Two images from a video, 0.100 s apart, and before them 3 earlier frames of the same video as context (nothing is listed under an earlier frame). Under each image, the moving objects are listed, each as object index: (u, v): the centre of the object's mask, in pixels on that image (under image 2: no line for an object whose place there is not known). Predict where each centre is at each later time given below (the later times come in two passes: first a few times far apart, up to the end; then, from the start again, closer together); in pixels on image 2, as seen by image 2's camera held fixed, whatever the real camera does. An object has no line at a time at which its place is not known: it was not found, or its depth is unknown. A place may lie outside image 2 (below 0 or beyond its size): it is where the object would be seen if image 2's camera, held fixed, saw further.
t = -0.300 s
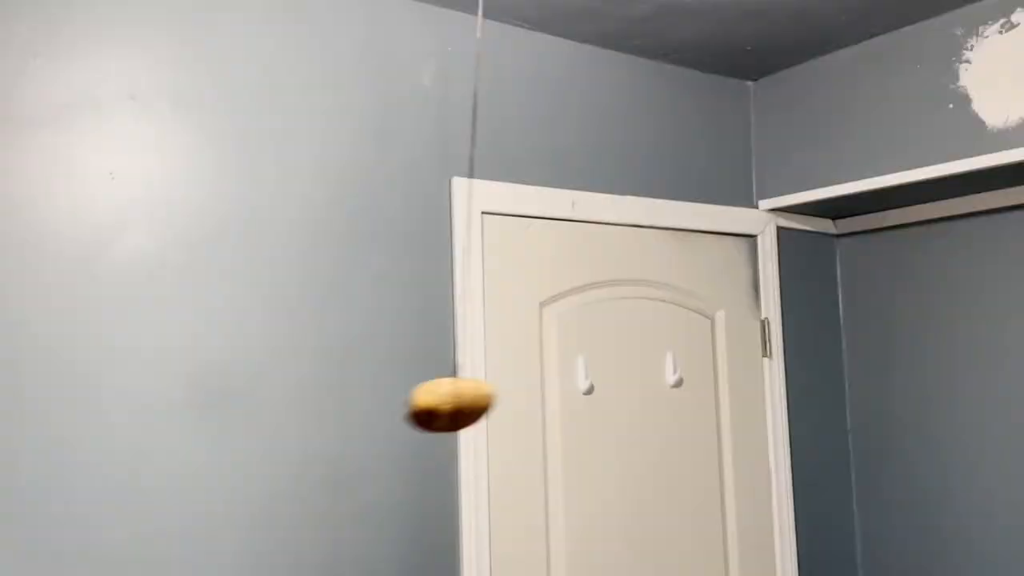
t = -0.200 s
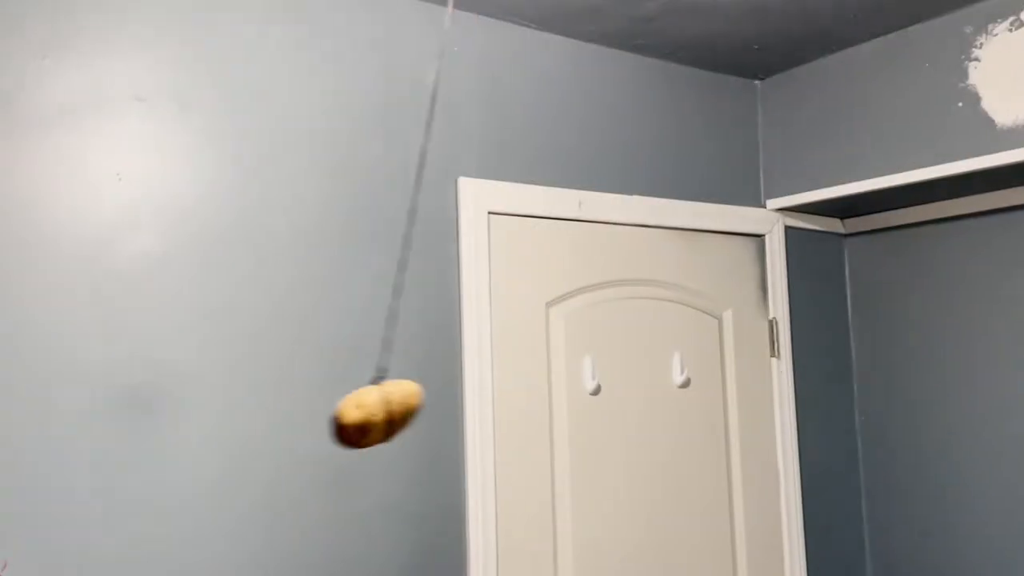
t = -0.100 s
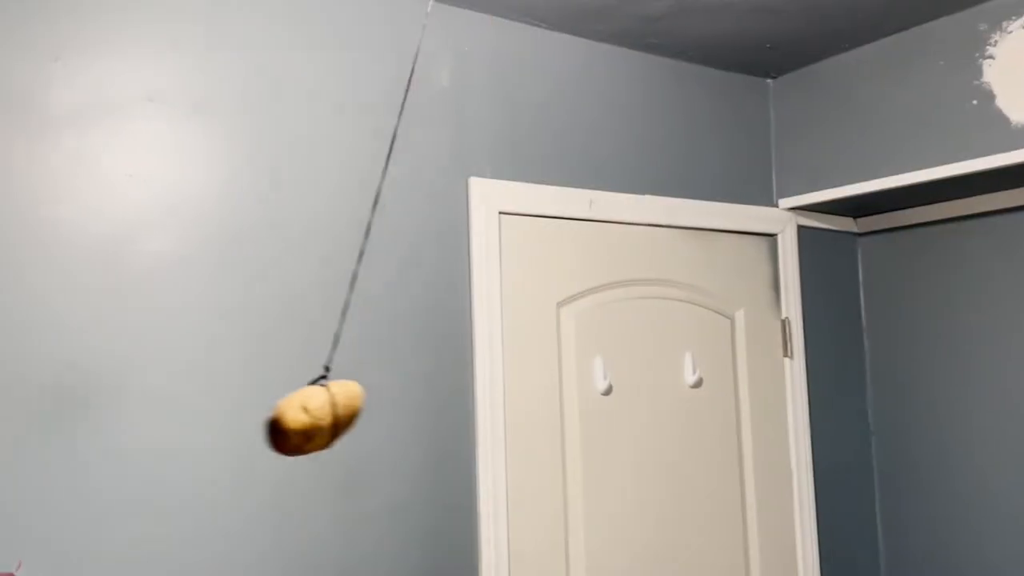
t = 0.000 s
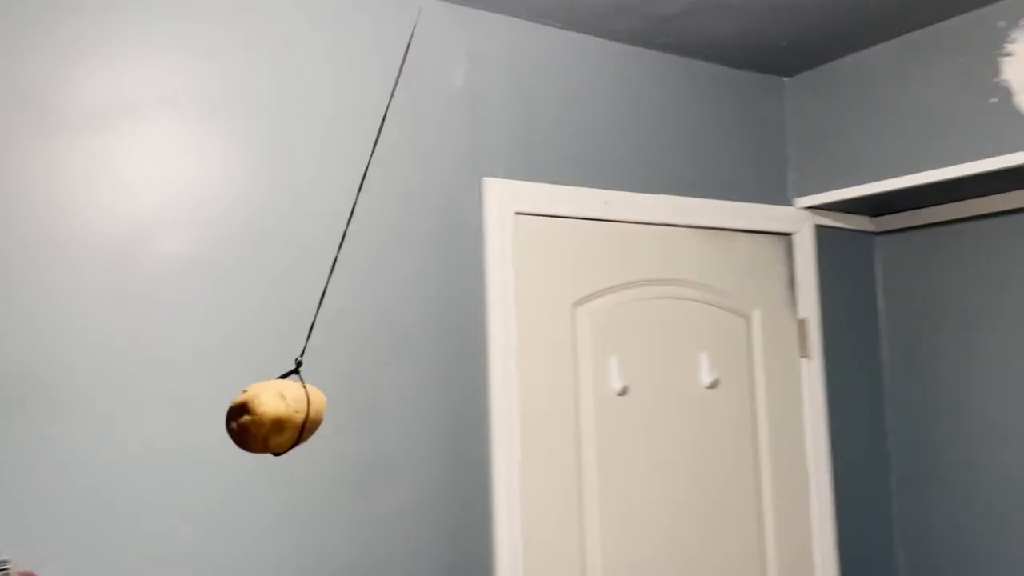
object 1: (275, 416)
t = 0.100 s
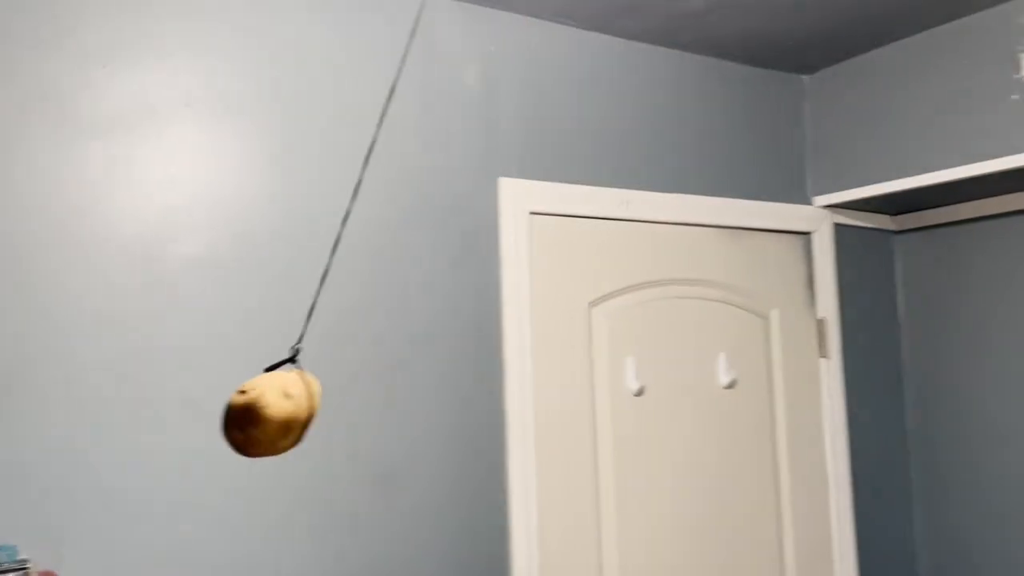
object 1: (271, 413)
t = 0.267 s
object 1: (354, 403)
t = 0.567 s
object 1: (699, 414)
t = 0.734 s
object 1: (761, 428)
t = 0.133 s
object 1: (275, 410)
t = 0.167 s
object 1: (283, 409)
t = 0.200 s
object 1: (301, 407)
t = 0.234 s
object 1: (325, 405)
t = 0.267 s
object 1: (354, 403)
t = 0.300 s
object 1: (388, 403)
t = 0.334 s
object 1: (428, 403)
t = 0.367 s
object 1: (469, 404)
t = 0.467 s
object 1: (599, 410)
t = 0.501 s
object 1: (635, 412)
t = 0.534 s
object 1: (668, 413)
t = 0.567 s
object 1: (699, 414)
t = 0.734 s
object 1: (761, 428)
